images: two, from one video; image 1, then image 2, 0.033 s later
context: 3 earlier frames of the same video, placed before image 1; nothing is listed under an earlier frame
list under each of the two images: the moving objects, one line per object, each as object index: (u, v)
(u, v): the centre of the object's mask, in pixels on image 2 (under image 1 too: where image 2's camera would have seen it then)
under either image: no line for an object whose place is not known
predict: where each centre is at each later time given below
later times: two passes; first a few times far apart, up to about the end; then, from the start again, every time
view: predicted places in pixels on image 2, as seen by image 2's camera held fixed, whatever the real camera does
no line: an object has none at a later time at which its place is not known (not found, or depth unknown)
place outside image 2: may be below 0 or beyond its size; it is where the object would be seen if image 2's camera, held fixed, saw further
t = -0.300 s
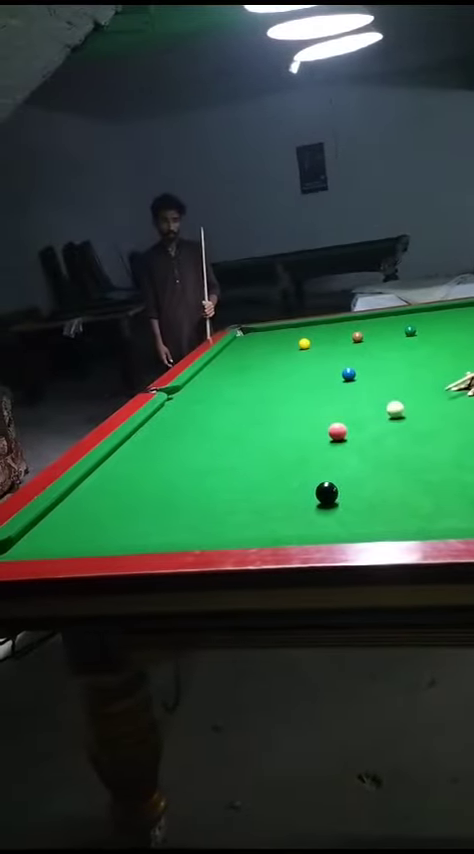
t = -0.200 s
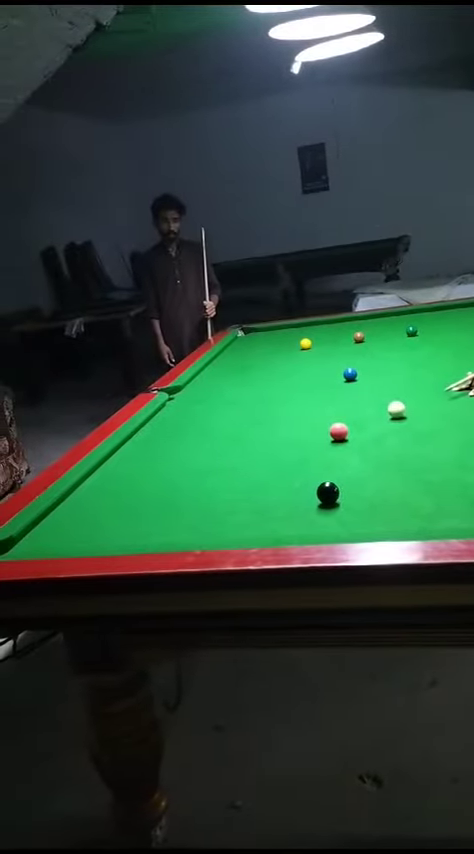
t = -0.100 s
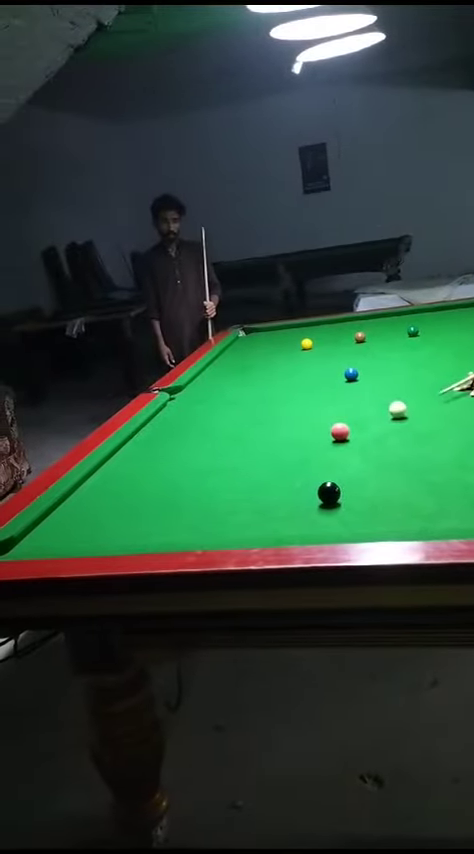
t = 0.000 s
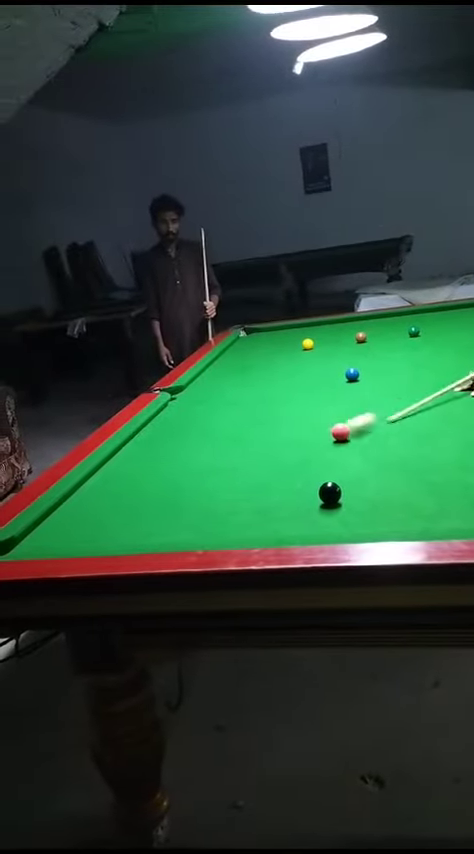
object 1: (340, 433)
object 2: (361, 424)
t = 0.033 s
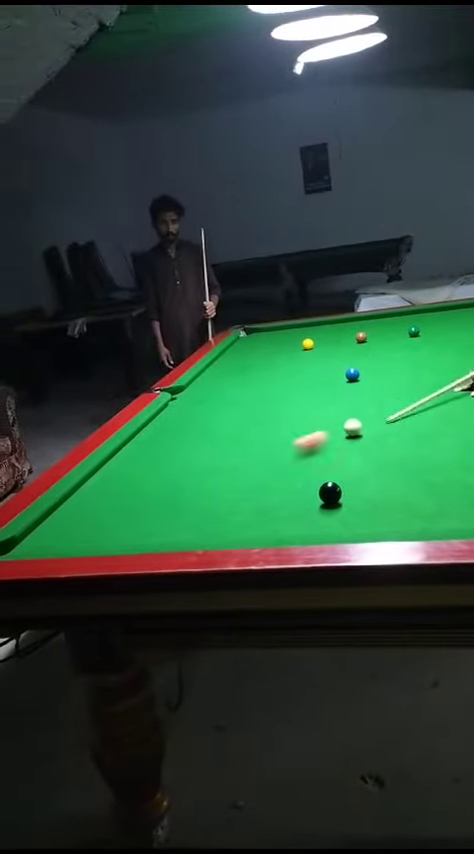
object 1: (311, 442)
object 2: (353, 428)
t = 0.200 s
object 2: (361, 426)
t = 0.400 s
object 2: (385, 417)
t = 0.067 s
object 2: (352, 428)
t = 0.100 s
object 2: (354, 428)
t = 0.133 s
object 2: (355, 428)
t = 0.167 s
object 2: (358, 427)
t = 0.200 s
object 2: (361, 426)
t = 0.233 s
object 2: (365, 424)
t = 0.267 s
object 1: (5, 551)
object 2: (369, 423)
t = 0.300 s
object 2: (373, 421)
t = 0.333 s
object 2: (377, 420)
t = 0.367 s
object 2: (381, 419)
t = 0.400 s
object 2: (385, 417)
